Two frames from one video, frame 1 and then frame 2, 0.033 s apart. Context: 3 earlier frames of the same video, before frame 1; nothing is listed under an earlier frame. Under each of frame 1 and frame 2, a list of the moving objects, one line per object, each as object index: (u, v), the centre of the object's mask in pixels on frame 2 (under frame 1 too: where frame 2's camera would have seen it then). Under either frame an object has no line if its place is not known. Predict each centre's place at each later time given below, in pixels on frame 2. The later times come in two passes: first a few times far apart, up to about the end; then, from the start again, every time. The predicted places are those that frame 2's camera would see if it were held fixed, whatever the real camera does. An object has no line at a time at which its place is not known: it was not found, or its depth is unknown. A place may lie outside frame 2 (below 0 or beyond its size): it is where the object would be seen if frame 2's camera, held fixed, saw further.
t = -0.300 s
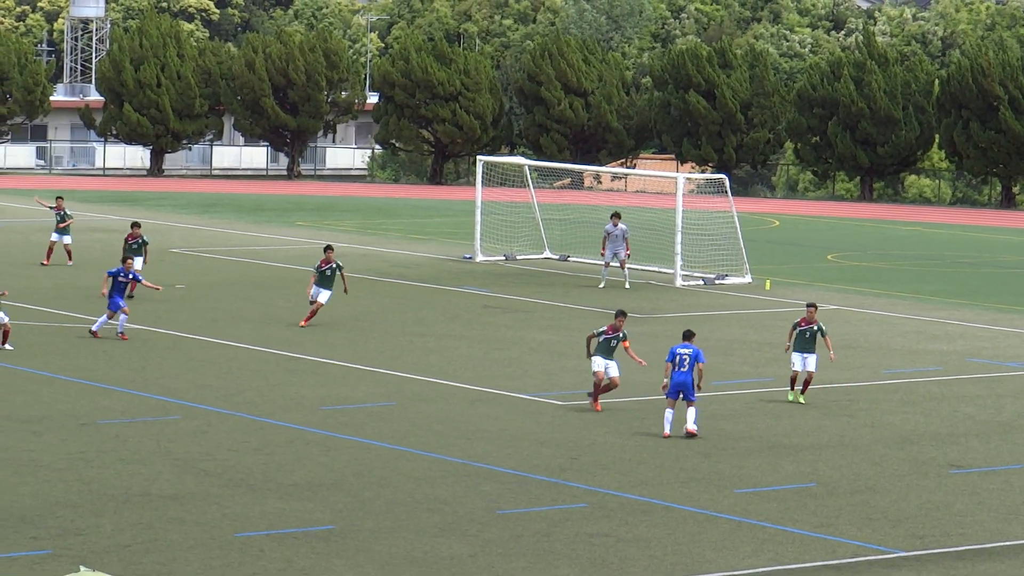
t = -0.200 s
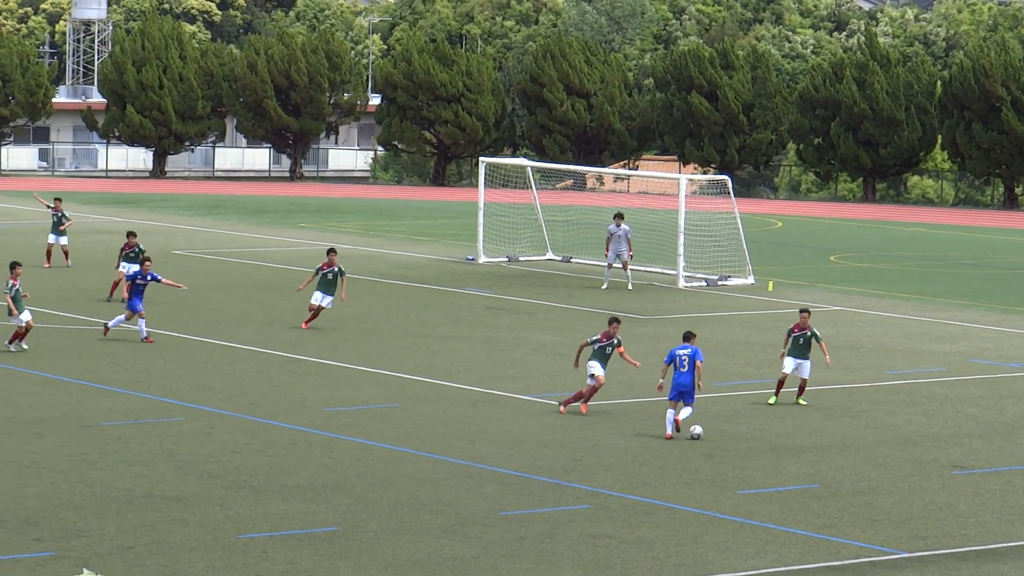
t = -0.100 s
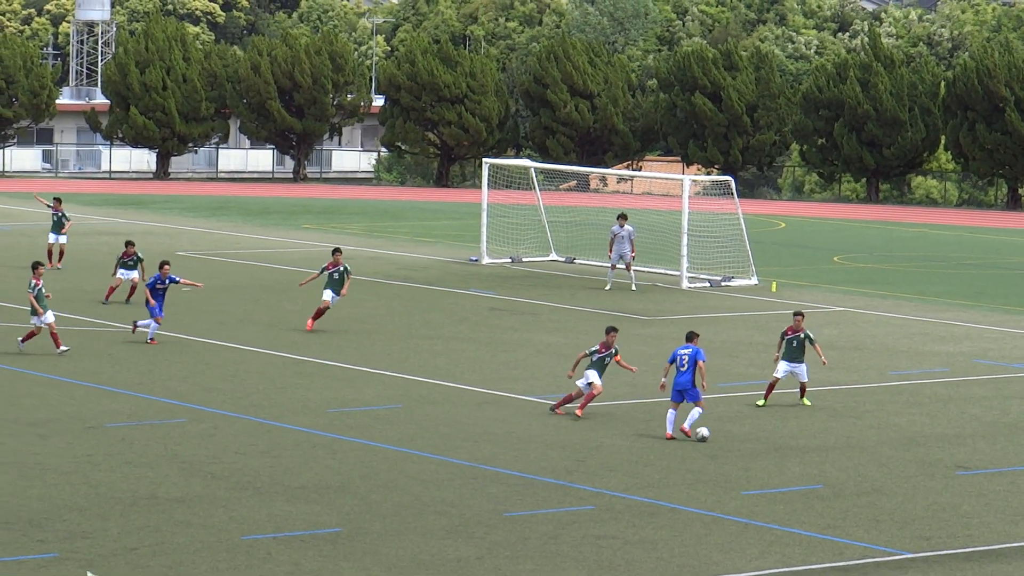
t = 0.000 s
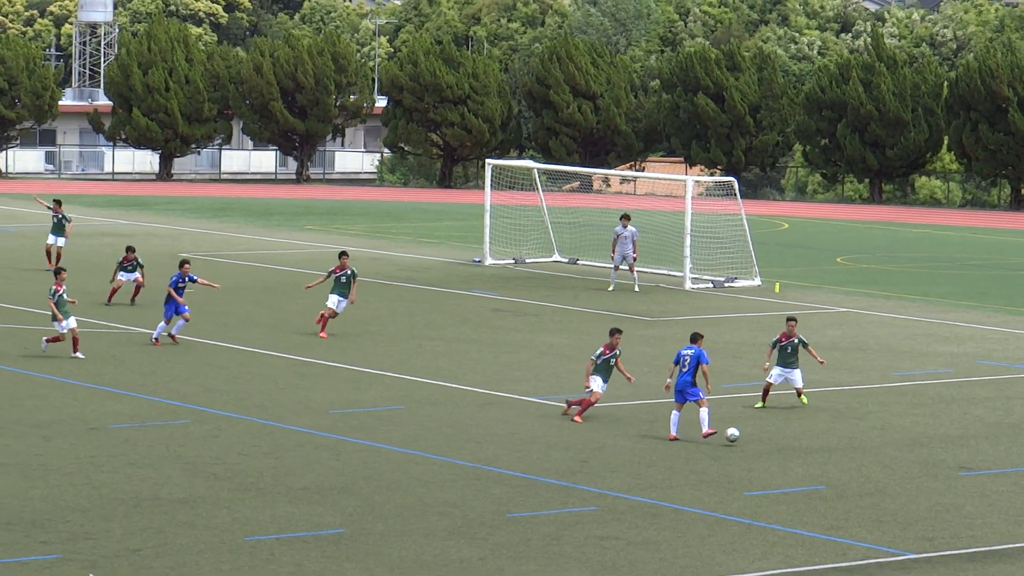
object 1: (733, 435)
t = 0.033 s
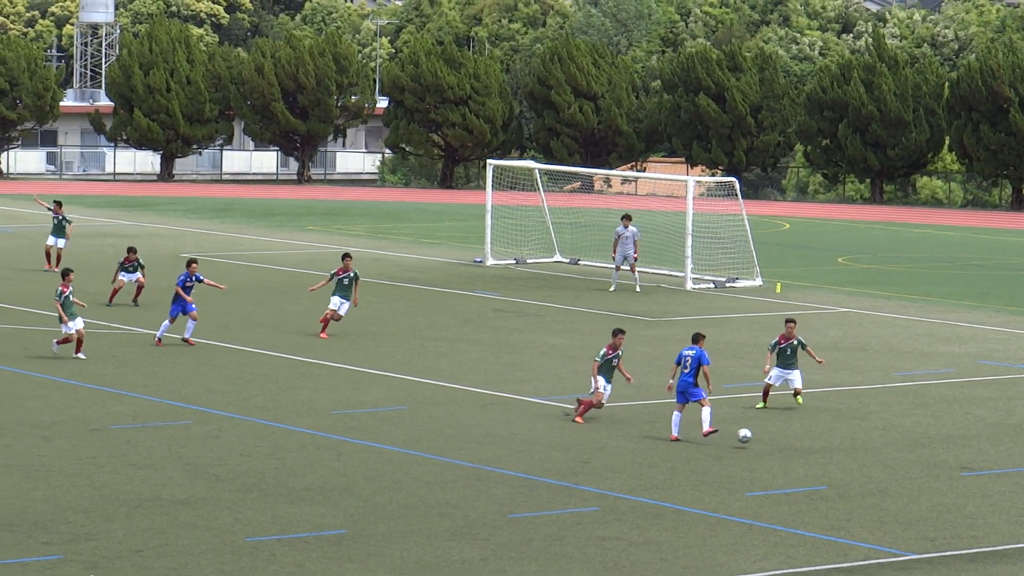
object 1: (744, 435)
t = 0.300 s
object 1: (825, 450)
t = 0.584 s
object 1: (886, 462)
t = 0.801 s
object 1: (927, 471)
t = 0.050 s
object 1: (749, 436)
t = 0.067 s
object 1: (755, 437)
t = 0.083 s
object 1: (760, 438)
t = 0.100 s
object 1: (766, 439)
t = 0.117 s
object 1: (771, 440)
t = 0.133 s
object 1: (777, 441)
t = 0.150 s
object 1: (782, 443)
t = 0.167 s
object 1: (788, 444)
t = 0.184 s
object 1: (793, 446)
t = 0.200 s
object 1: (799, 449)
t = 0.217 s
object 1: (804, 450)
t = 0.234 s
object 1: (808, 450)
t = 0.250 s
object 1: (812, 450)
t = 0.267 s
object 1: (816, 449)
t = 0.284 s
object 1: (821, 449)
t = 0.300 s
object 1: (825, 450)
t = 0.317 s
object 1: (829, 450)
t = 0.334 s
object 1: (833, 451)
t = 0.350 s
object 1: (837, 452)
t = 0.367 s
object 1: (842, 453)
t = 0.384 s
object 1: (846, 454)
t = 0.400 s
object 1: (850, 456)
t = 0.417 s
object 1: (854, 458)
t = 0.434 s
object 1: (857, 458)
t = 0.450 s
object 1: (861, 458)
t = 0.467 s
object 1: (864, 458)
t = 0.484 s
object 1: (867, 458)
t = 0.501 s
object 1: (870, 458)
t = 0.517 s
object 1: (873, 458)
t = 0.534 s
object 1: (877, 459)
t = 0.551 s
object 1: (879, 460)
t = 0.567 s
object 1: (883, 461)
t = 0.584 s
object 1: (886, 462)
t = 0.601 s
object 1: (889, 464)
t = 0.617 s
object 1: (892, 465)
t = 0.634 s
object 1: (895, 465)
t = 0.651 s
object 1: (898, 465)
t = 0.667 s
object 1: (901, 465)
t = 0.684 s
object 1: (905, 465)
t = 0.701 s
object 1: (908, 465)
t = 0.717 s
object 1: (911, 466)
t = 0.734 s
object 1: (915, 467)
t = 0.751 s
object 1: (918, 469)
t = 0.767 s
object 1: (920, 470)
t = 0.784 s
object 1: (923, 471)
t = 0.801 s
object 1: (927, 471)
